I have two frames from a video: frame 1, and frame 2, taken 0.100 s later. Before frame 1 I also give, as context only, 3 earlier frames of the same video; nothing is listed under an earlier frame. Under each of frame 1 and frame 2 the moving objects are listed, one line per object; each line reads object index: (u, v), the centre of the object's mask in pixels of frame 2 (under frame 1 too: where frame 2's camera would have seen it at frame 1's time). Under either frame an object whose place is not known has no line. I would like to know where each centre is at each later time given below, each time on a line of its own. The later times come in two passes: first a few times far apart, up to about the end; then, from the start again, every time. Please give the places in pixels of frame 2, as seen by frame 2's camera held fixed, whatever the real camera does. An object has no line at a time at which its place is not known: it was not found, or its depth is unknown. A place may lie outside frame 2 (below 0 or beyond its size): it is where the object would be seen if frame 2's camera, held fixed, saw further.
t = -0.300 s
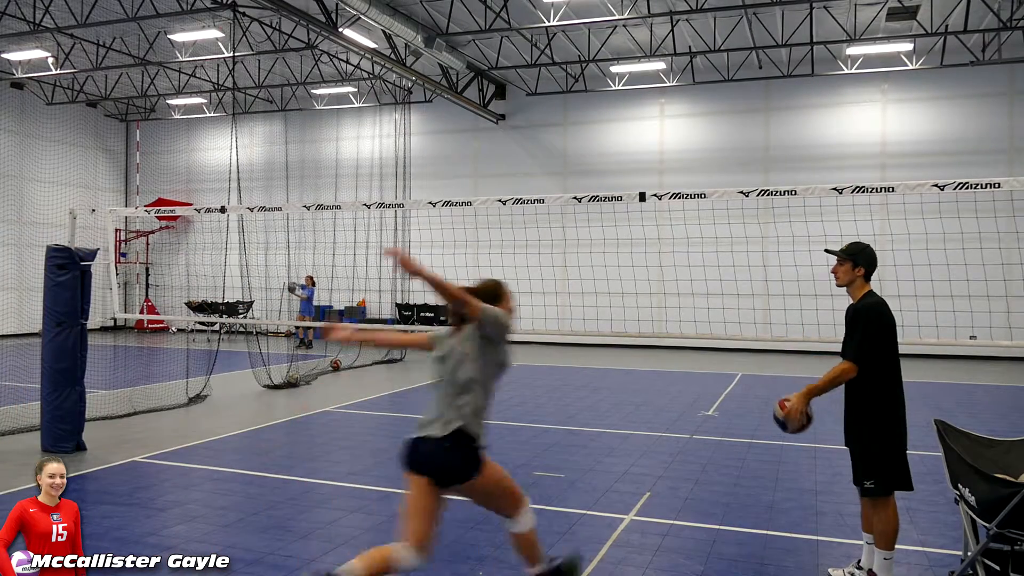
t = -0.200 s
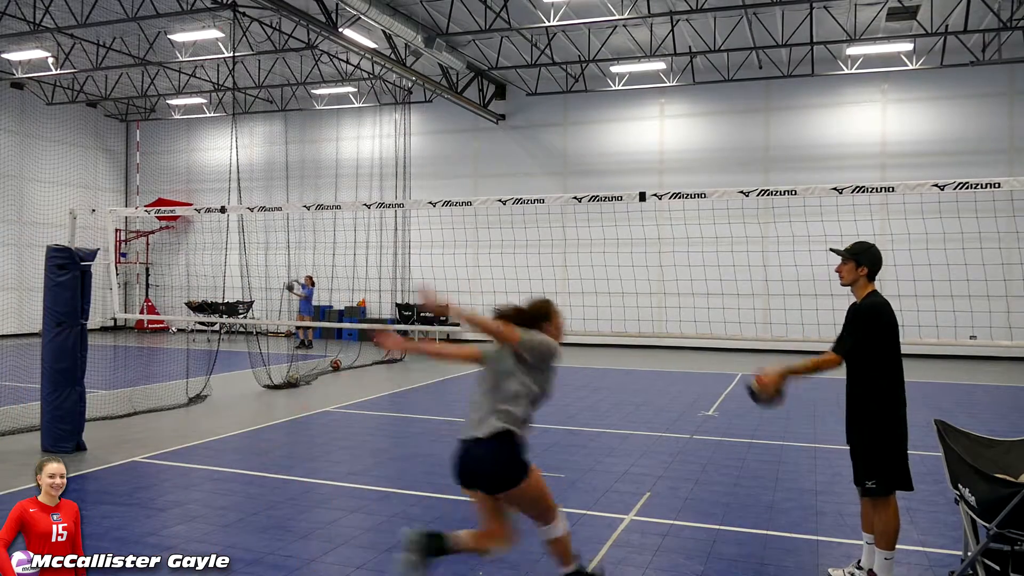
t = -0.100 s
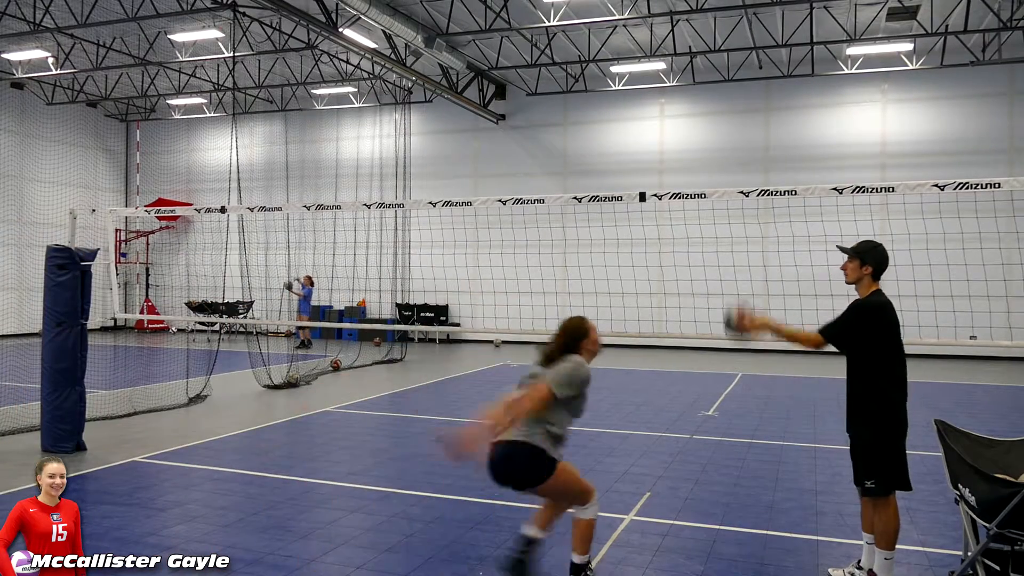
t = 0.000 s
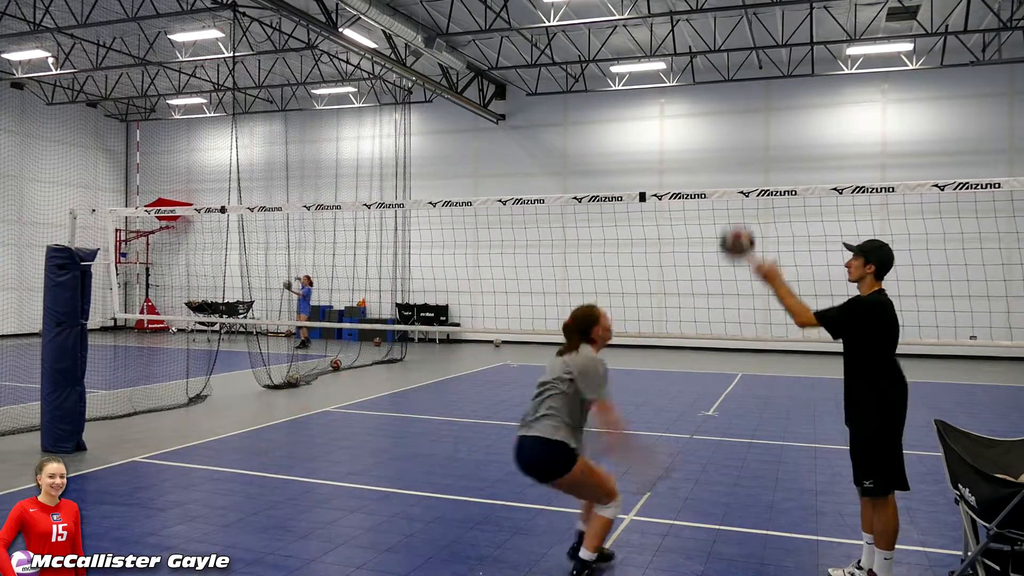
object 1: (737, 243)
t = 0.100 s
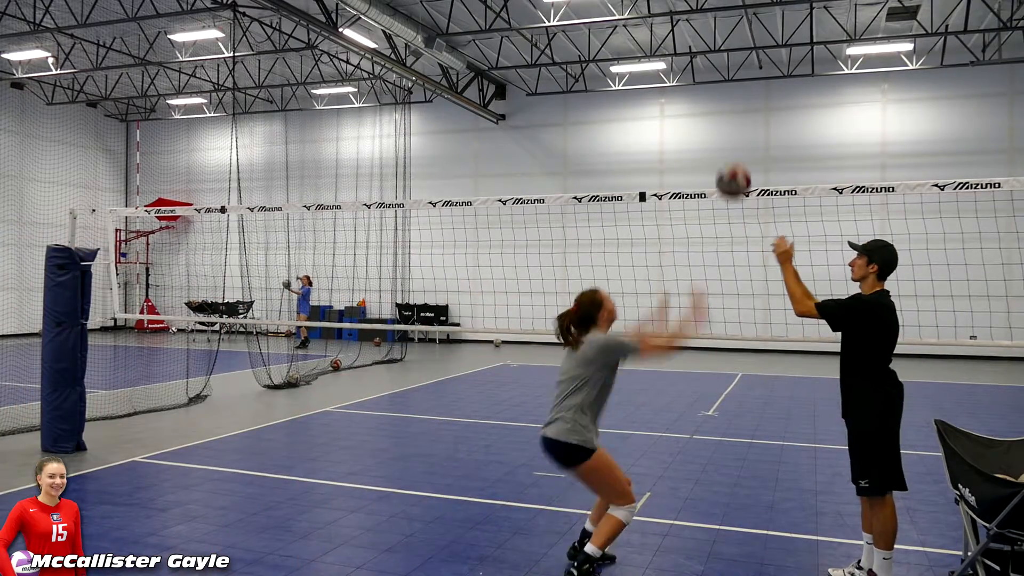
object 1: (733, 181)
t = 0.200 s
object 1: (730, 139)
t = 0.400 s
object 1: (723, 103)
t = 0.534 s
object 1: (718, 115)
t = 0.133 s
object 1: (732, 165)
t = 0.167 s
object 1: (731, 151)
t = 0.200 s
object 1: (730, 139)
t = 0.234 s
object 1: (728, 128)
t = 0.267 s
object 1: (727, 119)
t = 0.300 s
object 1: (726, 112)
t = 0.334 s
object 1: (725, 107)
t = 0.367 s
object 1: (724, 104)
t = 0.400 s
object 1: (723, 103)
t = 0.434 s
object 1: (722, 103)
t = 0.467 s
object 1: (721, 105)
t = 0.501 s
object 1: (719, 109)
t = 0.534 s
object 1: (718, 115)
